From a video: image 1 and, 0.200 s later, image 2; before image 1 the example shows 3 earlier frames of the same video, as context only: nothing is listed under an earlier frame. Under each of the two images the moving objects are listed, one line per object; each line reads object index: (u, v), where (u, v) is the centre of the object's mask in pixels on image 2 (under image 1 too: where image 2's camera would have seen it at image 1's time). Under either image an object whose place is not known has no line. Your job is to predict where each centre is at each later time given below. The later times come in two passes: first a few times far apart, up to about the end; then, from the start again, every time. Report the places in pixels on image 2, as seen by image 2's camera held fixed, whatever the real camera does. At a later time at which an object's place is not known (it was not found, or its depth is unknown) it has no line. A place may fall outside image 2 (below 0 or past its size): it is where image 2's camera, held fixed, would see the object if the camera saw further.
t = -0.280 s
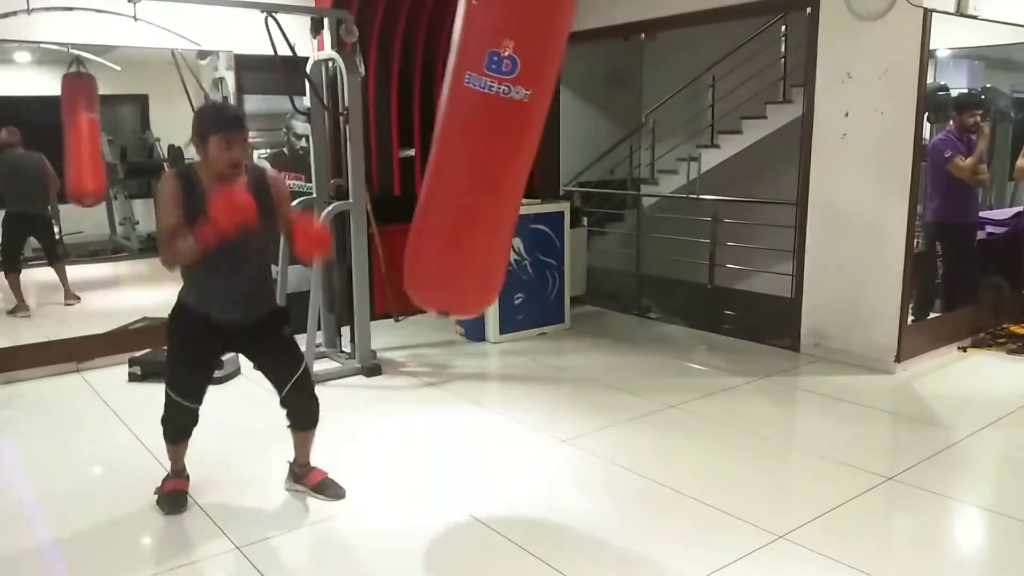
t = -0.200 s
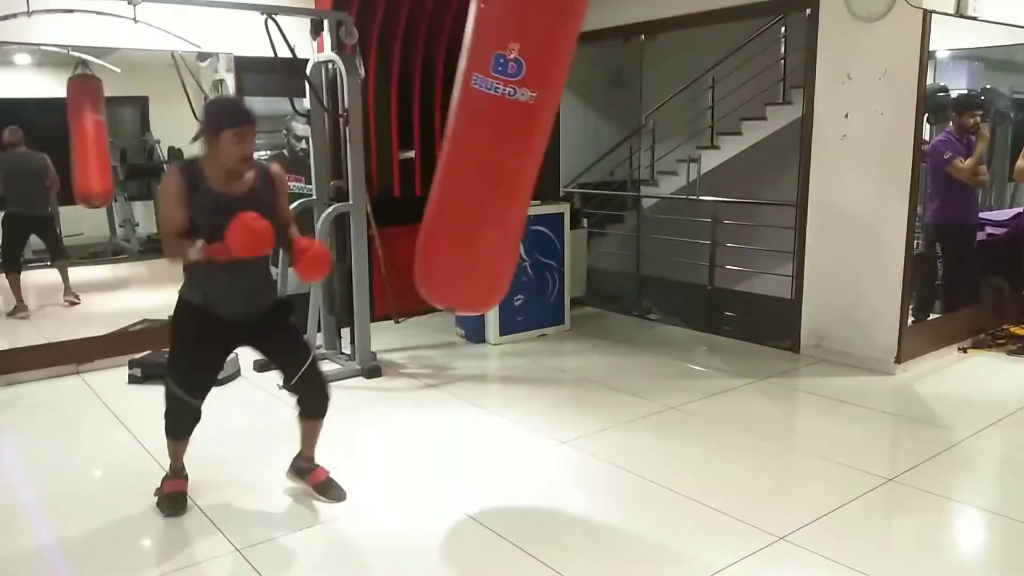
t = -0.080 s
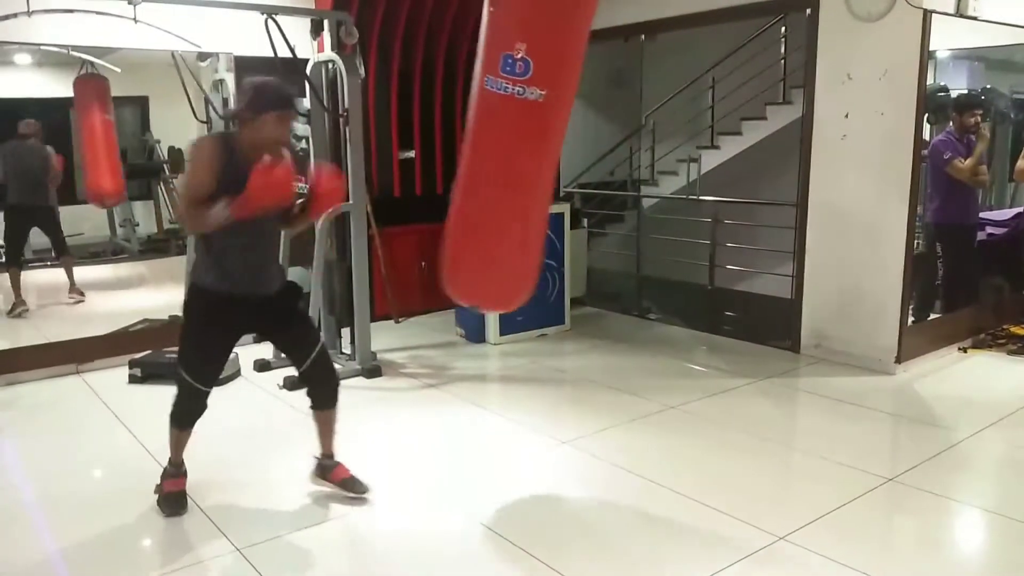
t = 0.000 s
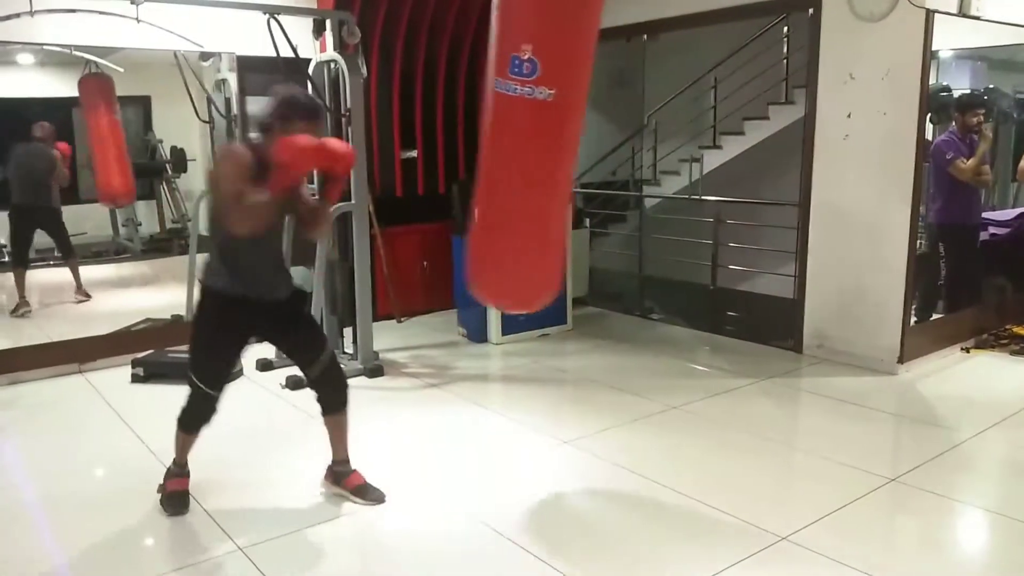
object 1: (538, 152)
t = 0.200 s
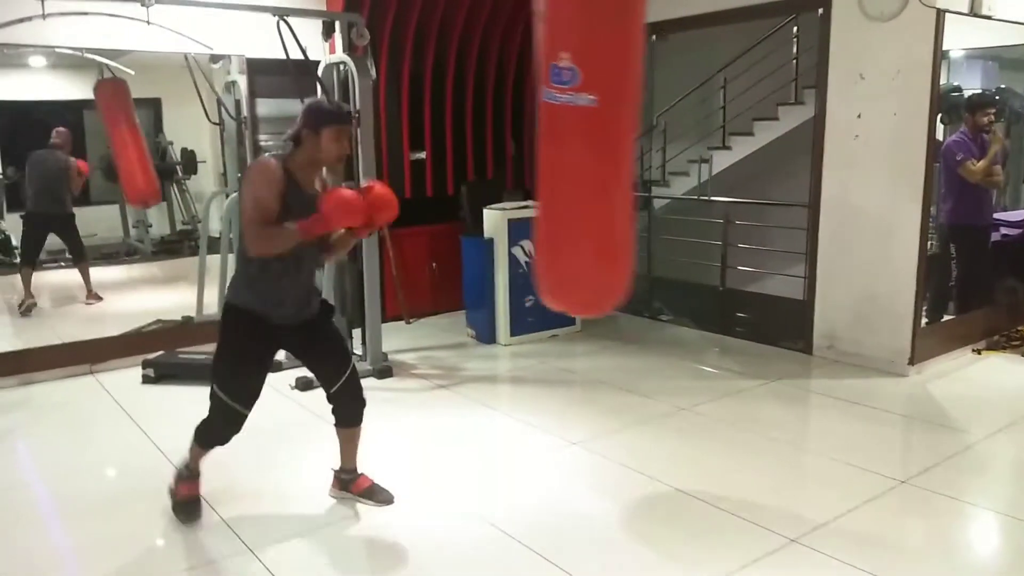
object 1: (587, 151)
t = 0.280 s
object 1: (608, 154)
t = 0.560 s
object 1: (686, 166)
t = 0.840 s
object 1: (745, 174)
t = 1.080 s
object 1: (753, 182)
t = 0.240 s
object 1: (596, 152)
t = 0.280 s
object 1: (608, 154)
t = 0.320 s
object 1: (621, 156)
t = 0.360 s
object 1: (633, 157)
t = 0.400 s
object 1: (645, 160)
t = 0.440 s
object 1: (656, 162)
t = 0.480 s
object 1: (666, 163)
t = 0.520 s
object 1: (675, 165)
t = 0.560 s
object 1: (686, 166)
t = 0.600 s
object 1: (696, 166)
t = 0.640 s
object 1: (706, 167)
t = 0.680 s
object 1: (715, 168)
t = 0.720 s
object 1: (725, 169)
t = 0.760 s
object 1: (733, 171)
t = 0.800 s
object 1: (740, 172)
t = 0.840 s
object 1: (745, 174)
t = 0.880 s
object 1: (750, 175)
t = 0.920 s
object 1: (754, 177)
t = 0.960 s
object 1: (757, 179)
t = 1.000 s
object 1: (757, 180)
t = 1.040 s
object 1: (756, 180)
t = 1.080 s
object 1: (753, 182)
